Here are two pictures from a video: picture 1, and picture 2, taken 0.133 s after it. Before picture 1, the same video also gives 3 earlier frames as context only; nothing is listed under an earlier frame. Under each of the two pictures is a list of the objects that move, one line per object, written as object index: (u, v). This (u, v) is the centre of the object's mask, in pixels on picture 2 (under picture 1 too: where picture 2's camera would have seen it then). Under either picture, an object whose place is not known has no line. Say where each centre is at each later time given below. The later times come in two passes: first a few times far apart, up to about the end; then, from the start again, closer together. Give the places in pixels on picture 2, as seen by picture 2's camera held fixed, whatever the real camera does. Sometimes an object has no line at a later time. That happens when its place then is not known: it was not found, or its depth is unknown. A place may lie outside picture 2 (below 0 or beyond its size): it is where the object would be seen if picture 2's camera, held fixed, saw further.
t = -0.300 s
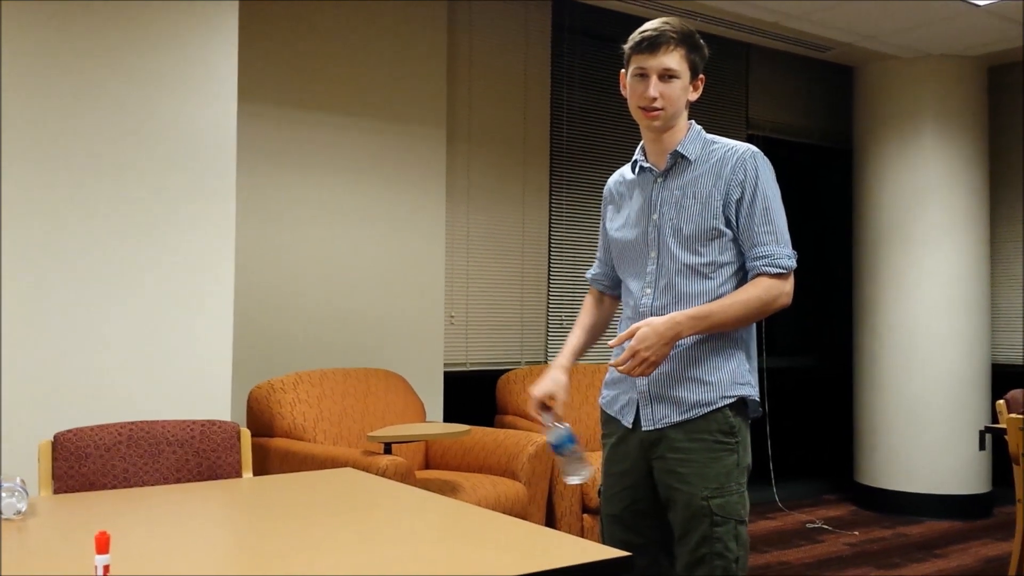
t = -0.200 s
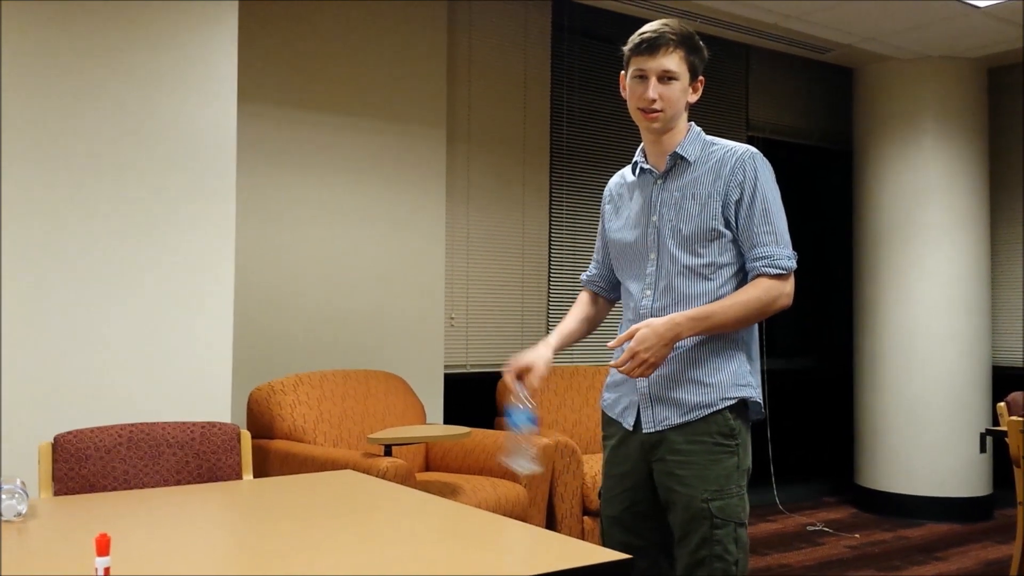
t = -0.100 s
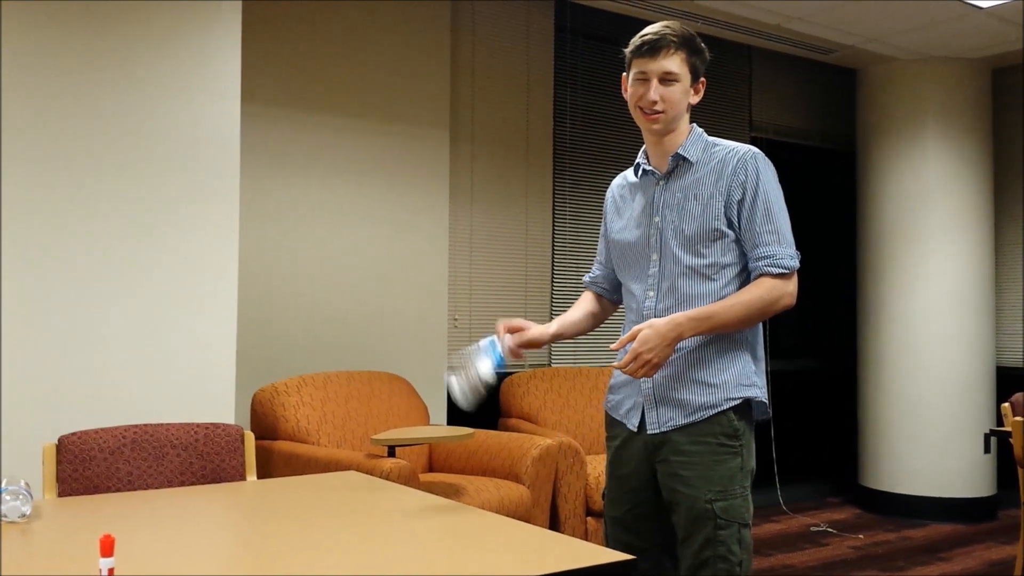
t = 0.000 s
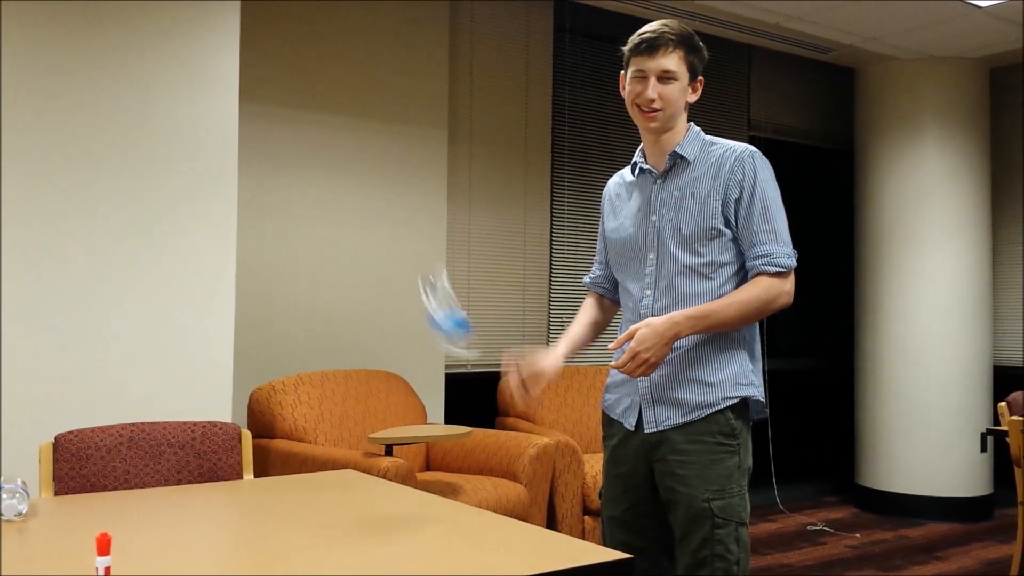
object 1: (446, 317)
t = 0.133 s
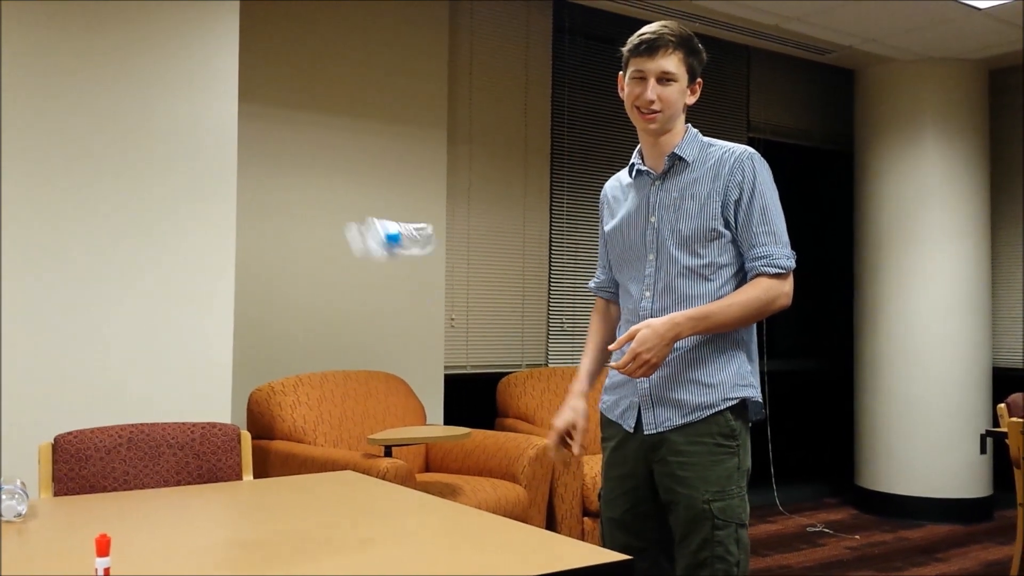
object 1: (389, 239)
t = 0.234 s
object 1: (369, 243)
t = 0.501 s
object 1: (287, 479)
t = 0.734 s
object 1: (246, 485)
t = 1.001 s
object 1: (237, 486)
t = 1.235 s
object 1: (237, 487)
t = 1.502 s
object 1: (238, 486)
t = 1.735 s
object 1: (237, 486)
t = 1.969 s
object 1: (237, 487)
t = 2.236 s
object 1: (237, 486)
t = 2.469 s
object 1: (236, 486)
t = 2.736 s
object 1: (236, 486)
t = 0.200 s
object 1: (379, 235)
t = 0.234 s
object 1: (369, 243)
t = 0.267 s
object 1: (361, 257)
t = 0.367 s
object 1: (329, 341)
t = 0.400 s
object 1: (318, 384)
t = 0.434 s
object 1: (304, 437)
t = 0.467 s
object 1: (291, 479)
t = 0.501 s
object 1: (287, 479)
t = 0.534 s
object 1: (281, 478)
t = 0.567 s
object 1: (275, 478)
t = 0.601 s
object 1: (269, 479)
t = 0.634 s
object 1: (263, 481)
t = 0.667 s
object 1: (255, 481)
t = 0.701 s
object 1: (249, 483)
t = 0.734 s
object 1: (246, 485)
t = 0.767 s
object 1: (245, 485)
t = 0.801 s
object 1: (243, 485)
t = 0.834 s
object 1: (240, 486)
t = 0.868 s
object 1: (239, 486)
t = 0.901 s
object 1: (238, 486)
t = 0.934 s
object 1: (237, 487)
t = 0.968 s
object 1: (237, 486)
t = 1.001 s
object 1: (237, 486)
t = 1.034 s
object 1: (237, 486)
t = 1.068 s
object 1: (237, 486)
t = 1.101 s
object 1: (237, 486)
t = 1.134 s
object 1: (237, 487)
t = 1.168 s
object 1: (237, 487)
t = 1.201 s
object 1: (238, 487)
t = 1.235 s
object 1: (237, 487)
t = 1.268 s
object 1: (237, 487)
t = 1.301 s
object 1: (237, 487)
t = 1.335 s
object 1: (237, 487)
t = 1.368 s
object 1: (237, 486)
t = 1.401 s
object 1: (238, 487)
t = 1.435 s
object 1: (237, 487)
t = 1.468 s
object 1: (237, 486)
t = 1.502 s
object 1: (238, 486)
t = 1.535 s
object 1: (238, 486)
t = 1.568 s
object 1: (237, 486)
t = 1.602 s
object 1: (237, 486)
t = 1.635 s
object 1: (237, 486)
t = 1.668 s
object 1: (237, 487)
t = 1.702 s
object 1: (237, 487)
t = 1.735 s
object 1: (237, 486)
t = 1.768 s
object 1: (237, 486)
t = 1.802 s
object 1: (237, 486)
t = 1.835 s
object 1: (237, 486)
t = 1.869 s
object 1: (237, 486)
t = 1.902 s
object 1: (237, 486)
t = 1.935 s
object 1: (237, 486)
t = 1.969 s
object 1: (237, 487)
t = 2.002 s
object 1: (238, 487)
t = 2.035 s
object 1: (237, 486)
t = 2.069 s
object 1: (237, 486)
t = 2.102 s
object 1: (237, 486)
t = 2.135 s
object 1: (237, 486)
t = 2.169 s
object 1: (237, 486)
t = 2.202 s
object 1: (237, 486)
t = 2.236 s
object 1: (237, 486)
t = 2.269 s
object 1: (237, 486)
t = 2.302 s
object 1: (237, 486)
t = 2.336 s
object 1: (237, 486)
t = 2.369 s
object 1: (236, 486)
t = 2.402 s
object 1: (237, 486)
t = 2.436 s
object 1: (237, 486)
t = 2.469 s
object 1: (236, 486)
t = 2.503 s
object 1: (237, 486)
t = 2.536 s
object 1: (236, 486)
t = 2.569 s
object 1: (236, 485)
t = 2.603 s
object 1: (236, 485)
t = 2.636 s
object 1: (236, 485)
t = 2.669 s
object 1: (236, 485)
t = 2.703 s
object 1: (236, 485)
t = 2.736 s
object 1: (236, 486)
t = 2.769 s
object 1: (236, 486)
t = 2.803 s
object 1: (236, 486)
